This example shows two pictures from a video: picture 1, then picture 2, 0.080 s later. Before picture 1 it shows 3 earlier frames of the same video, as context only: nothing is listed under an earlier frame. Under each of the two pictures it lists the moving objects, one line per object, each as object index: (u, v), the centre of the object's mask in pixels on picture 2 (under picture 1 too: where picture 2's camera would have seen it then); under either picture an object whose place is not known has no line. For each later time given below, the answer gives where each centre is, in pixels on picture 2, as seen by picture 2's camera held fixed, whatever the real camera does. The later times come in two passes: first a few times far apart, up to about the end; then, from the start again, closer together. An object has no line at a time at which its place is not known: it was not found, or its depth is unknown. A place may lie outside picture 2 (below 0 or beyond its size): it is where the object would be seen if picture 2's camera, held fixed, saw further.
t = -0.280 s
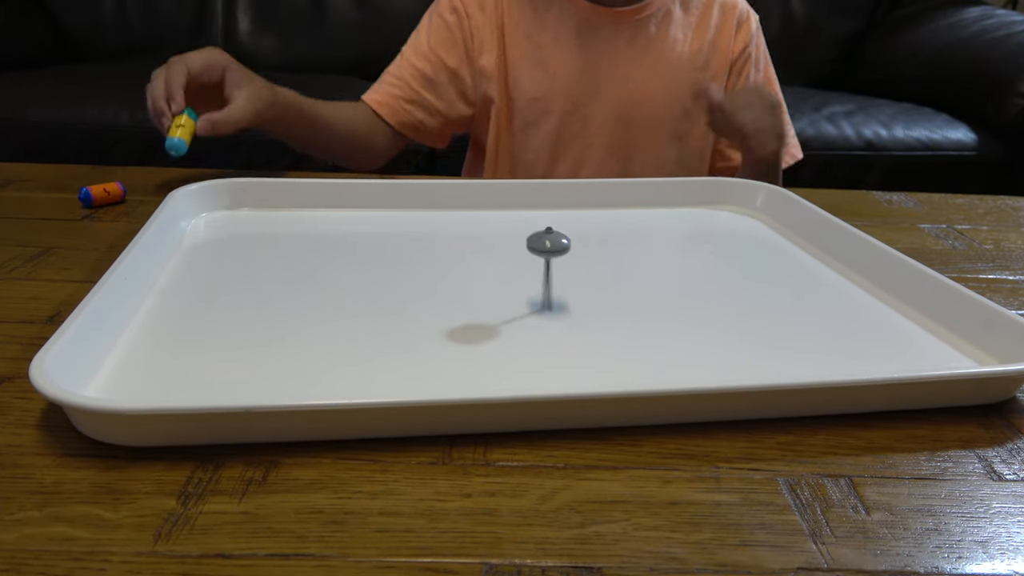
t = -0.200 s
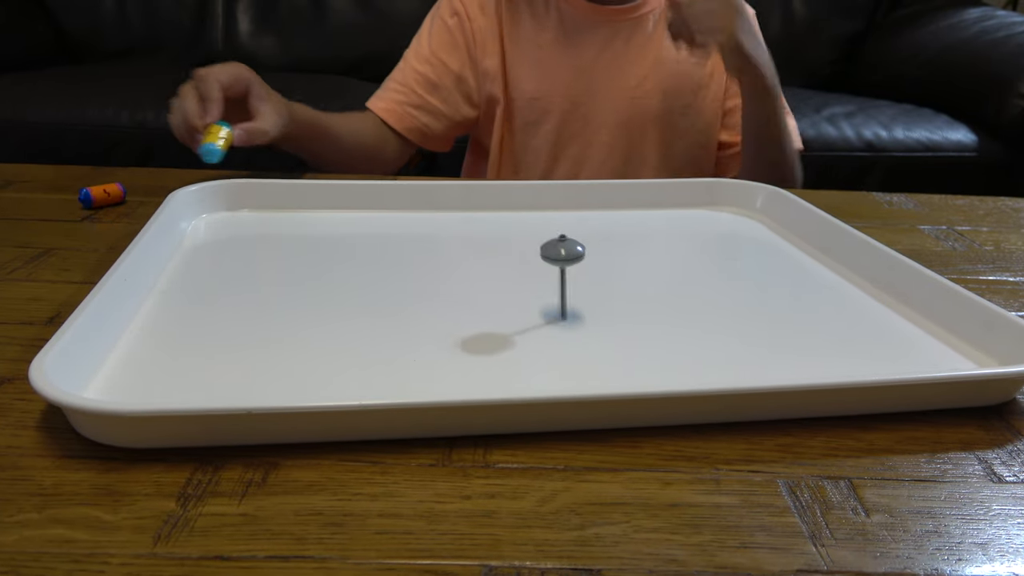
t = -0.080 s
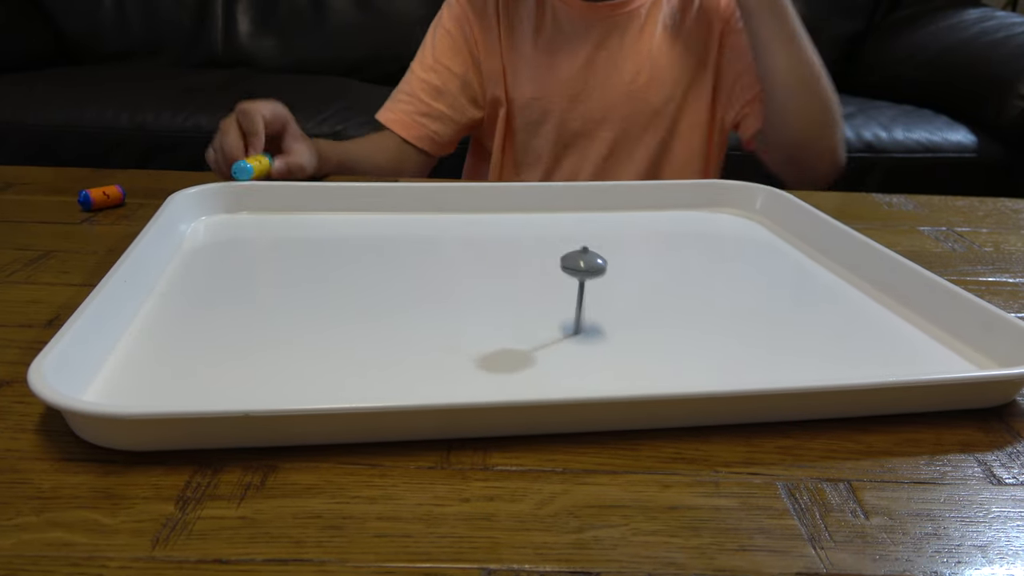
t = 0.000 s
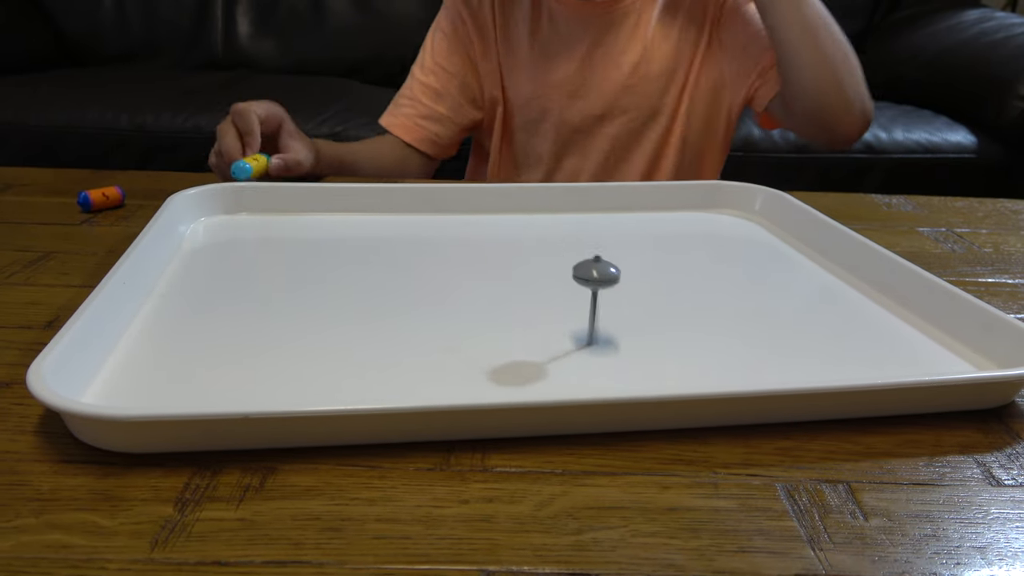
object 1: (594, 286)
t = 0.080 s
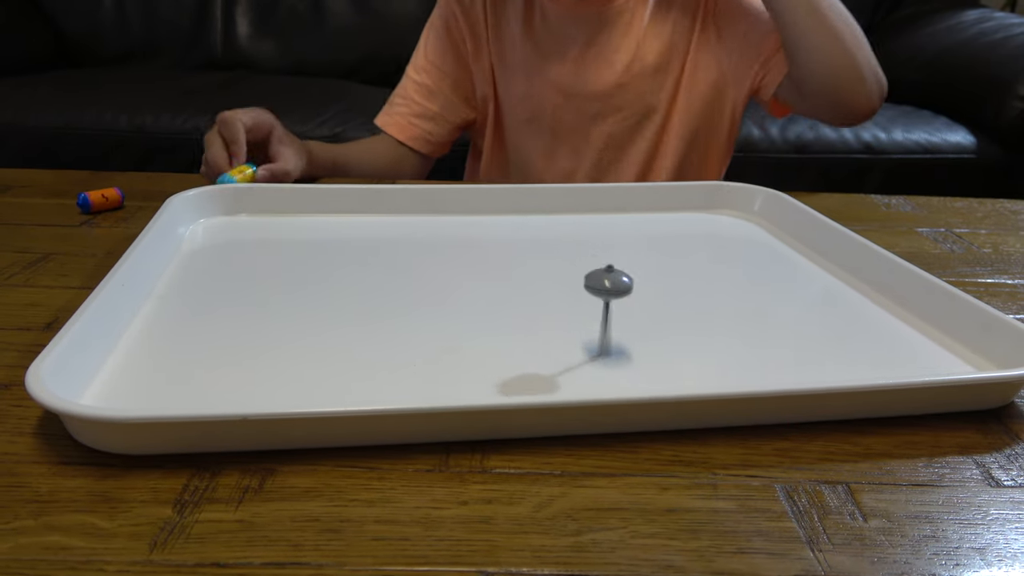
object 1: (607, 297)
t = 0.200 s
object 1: (626, 310)
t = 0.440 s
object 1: (656, 336)
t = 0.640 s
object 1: (650, 327)
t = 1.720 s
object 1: (756, 256)
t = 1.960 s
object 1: (676, 247)
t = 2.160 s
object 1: (711, 231)
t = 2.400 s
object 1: (672, 241)
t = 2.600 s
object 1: (579, 244)
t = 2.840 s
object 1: (466, 236)
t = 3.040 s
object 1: (384, 220)
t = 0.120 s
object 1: (614, 300)
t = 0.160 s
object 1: (619, 308)
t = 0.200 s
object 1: (626, 310)
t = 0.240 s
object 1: (631, 318)
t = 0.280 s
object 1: (636, 321)
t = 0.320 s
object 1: (641, 329)
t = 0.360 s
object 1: (647, 328)
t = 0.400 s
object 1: (651, 334)
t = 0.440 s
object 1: (656, 336)
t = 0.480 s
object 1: (660, 341)
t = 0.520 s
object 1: (661, 343)
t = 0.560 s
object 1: (657, 344)
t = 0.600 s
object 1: (653, 339)
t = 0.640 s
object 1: (650, 327)
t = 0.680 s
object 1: (638, 329)
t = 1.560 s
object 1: (853, 225)
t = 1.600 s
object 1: (826, 244)
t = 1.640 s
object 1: (796, 259)
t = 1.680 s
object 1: (775, 253)
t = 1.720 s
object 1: (756, 256)
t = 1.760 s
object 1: (737, 261)
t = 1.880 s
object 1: (690, 257)
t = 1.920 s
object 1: (679, 253)
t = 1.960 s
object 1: (676, 247)
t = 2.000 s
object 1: (680, 242)
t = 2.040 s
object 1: (683, 236)
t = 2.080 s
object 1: (689, 232)
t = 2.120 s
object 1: (701, 231)
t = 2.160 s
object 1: (711, 231)
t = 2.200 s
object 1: (718, 232)
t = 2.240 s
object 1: (718, 233)
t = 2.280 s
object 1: (713, 233)
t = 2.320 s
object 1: (703, 237)
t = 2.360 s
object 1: (690, 237)
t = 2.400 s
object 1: (672, 241)
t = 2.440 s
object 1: (654, 243)
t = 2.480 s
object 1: (636, 241)
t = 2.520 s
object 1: (617, 243)
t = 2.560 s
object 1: (598, 245)
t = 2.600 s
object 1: (579, 244)
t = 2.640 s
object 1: (561, 241)
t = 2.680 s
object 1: (541, 240)
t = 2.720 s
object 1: (522, 239)
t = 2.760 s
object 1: (503, 238)
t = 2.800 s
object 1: (484, 239)
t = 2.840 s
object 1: (466, 236)
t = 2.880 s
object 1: (448, 235)
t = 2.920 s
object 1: (431, 231)
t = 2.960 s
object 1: (416, 226)
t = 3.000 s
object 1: (400, 224)
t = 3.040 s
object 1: (384, 220)
